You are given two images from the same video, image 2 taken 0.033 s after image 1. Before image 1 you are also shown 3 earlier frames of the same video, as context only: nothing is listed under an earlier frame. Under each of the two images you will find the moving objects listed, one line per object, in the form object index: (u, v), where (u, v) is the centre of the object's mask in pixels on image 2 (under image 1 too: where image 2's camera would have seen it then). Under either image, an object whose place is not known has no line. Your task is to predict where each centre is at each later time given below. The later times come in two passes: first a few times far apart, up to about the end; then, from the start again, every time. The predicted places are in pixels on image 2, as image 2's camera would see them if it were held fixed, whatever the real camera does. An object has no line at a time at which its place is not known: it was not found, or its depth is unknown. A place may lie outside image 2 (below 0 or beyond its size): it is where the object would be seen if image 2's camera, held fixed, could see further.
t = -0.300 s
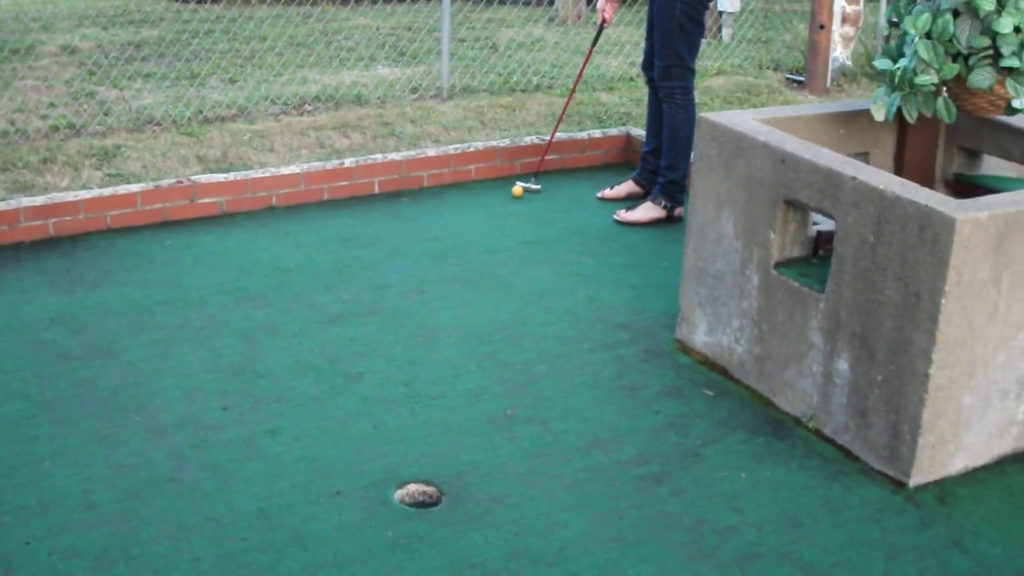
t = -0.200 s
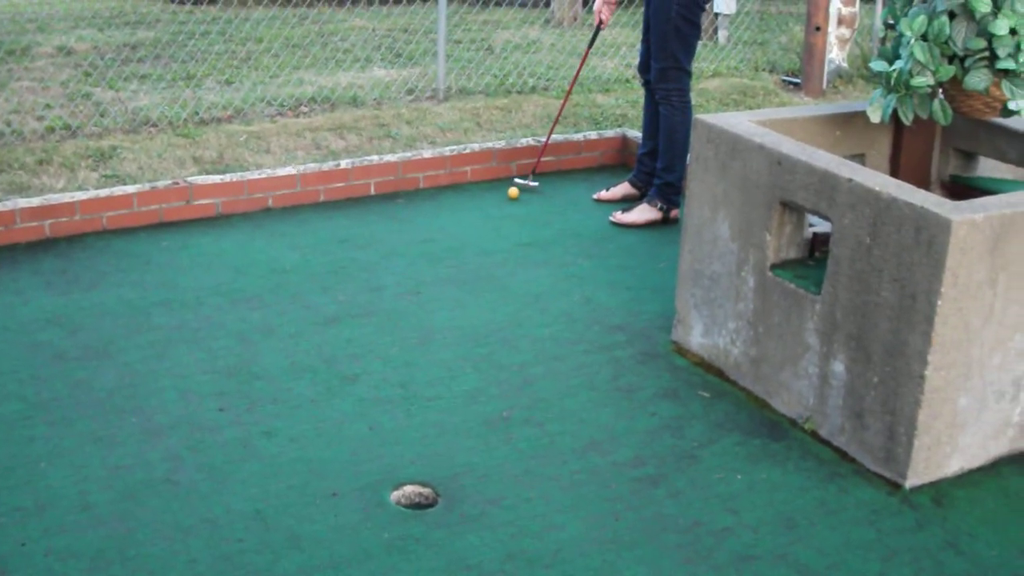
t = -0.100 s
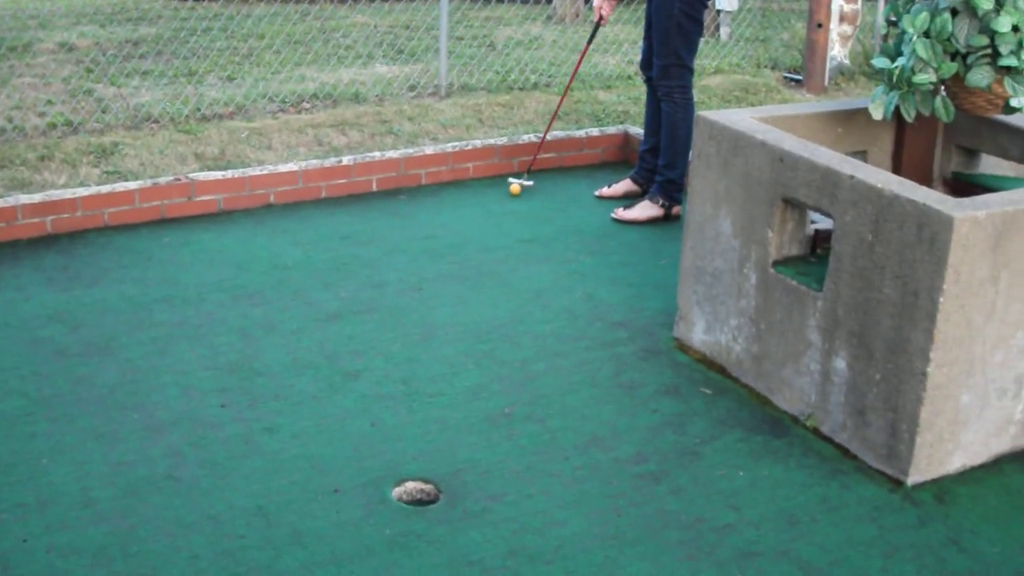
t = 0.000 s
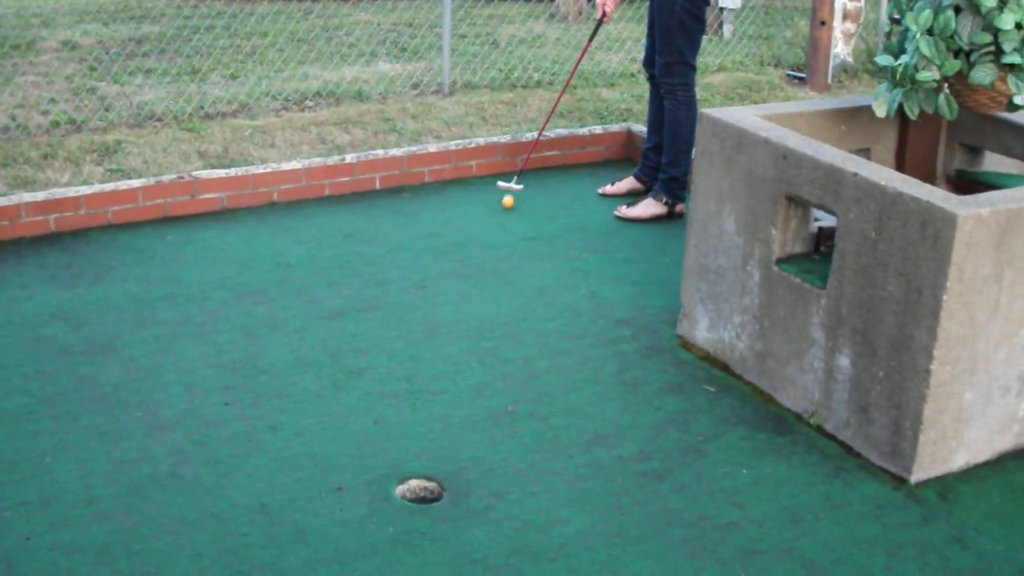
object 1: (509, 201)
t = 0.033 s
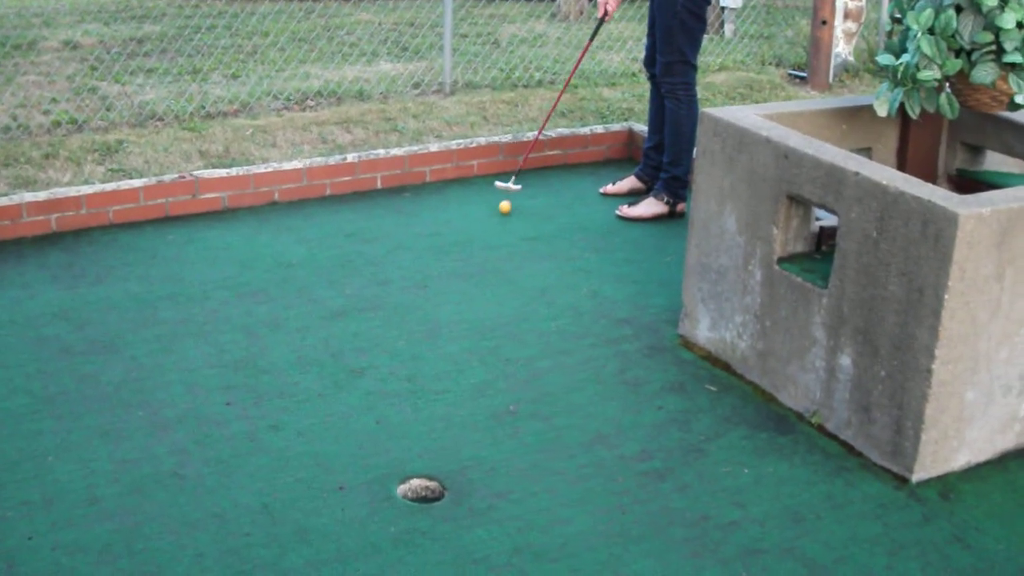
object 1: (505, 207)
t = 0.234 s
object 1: (480, 243)
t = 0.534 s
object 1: (438, 306)
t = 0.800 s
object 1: (387, 372)
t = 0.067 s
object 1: (500, 212)
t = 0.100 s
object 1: (497, 218)
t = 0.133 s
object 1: (493, 224)
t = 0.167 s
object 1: (489, 229)
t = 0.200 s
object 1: (484, 236)
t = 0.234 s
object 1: (480, 243)
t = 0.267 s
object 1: (476, 250)
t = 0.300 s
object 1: (471, 256)
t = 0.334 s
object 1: (467, 263)
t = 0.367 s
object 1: (463, 270)
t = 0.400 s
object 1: (458, 277)
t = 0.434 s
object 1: (453, 284)
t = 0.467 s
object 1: (448, 291)
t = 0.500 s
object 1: (443, 298)
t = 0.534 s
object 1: (438, 306)
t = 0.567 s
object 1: (432, 313)
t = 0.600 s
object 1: (427, 321)
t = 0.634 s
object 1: (420, 329)
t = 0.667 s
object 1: (414, 338)
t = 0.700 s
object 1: (408, 346)
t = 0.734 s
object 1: (401, 354)
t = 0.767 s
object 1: (394, 363)
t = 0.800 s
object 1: (387, 372)
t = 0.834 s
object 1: (380, 382)
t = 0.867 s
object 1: (373, 391)
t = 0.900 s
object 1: (365, 401)
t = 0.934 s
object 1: (358, 410)
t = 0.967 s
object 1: (349, 421)
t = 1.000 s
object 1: (342, 432)
